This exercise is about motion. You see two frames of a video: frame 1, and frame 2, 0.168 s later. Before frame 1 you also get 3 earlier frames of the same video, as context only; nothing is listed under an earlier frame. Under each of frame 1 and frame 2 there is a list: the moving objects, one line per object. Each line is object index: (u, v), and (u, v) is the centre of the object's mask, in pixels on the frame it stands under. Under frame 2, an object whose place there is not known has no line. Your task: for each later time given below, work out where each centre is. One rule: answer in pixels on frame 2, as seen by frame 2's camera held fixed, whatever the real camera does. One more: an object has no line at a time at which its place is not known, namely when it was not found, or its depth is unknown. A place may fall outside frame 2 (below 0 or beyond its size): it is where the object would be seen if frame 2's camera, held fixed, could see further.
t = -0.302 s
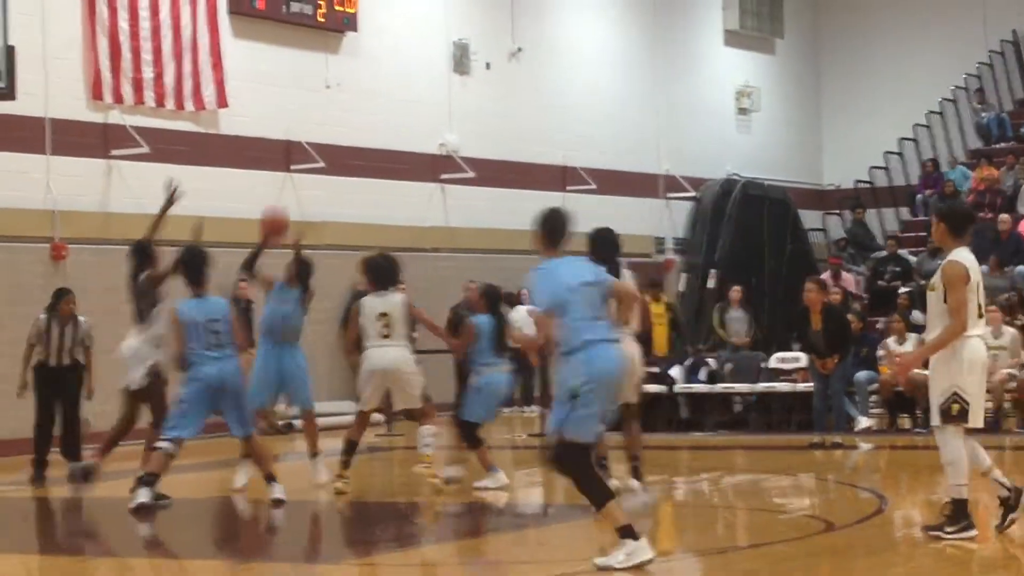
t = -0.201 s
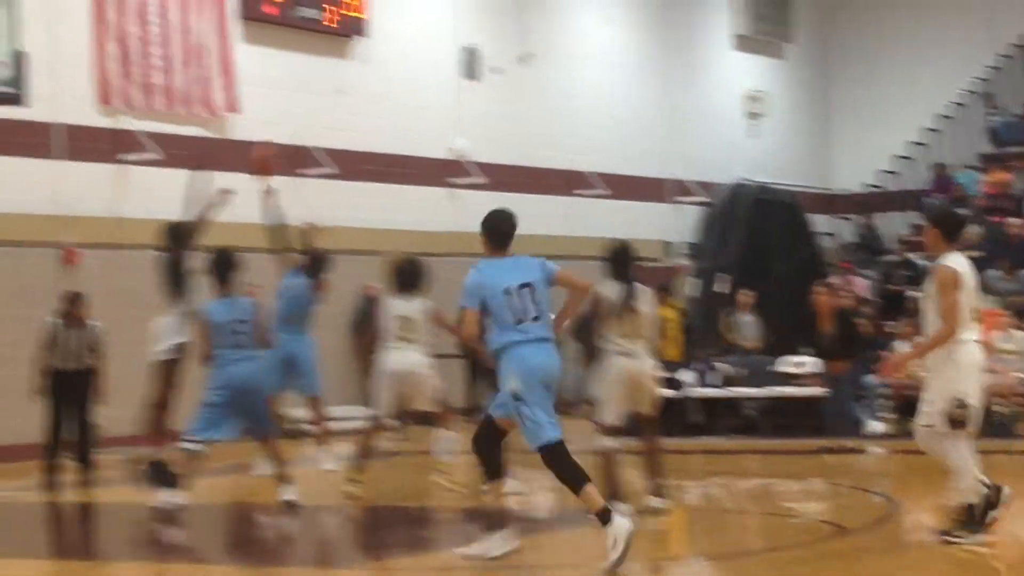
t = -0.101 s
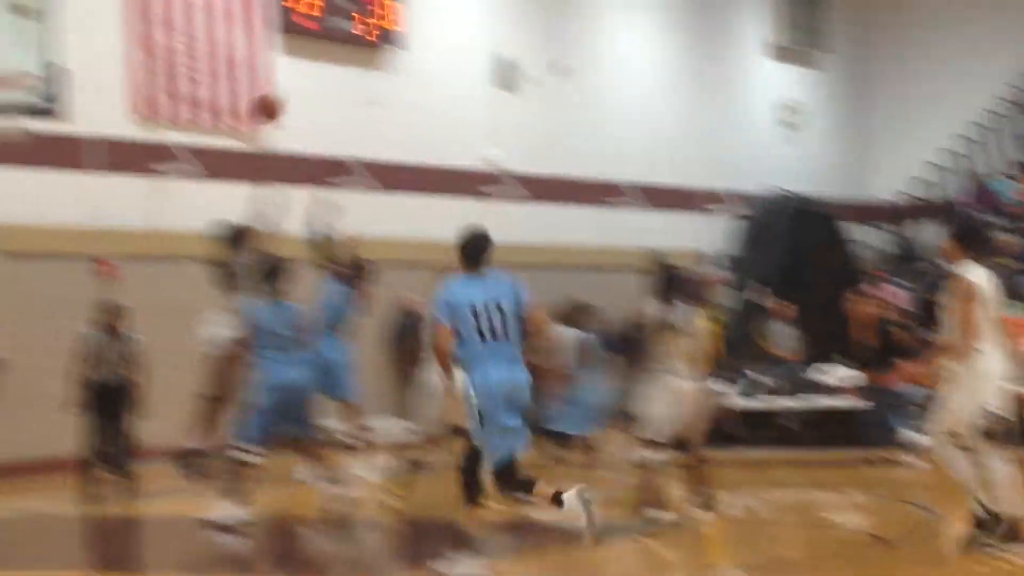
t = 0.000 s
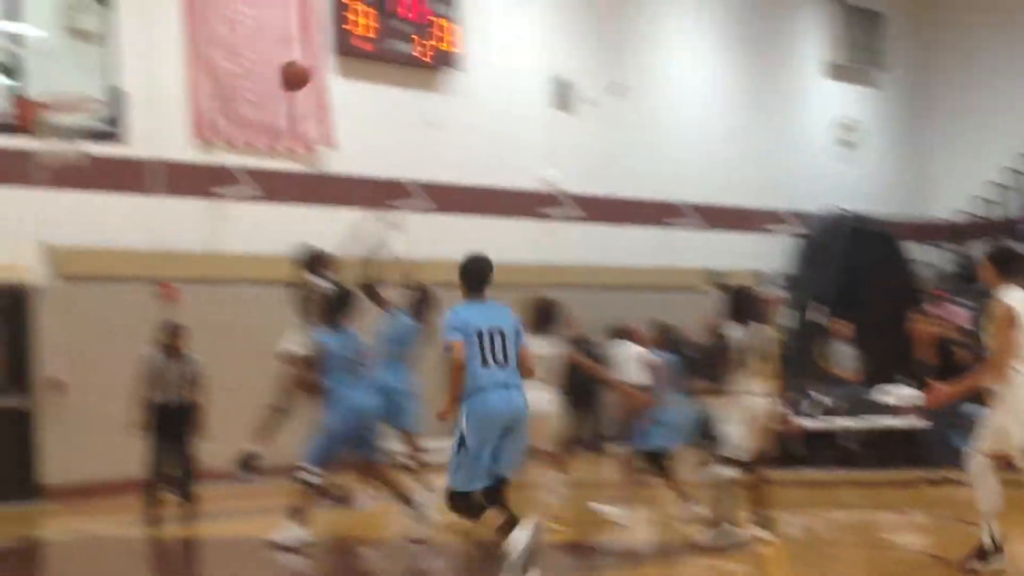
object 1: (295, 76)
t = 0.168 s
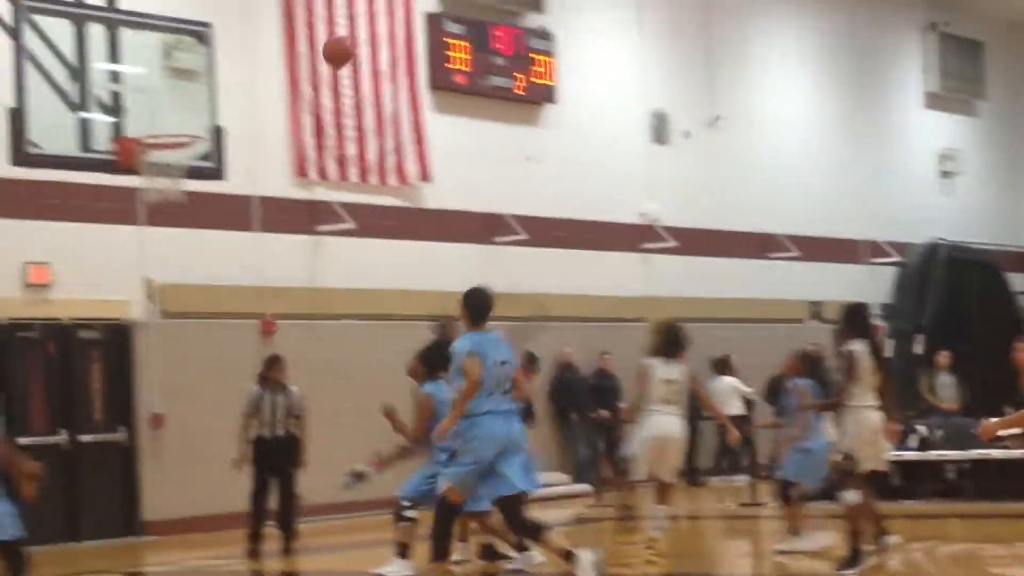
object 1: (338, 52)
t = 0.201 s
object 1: (330, 44)
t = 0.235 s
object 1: (322, 37)
